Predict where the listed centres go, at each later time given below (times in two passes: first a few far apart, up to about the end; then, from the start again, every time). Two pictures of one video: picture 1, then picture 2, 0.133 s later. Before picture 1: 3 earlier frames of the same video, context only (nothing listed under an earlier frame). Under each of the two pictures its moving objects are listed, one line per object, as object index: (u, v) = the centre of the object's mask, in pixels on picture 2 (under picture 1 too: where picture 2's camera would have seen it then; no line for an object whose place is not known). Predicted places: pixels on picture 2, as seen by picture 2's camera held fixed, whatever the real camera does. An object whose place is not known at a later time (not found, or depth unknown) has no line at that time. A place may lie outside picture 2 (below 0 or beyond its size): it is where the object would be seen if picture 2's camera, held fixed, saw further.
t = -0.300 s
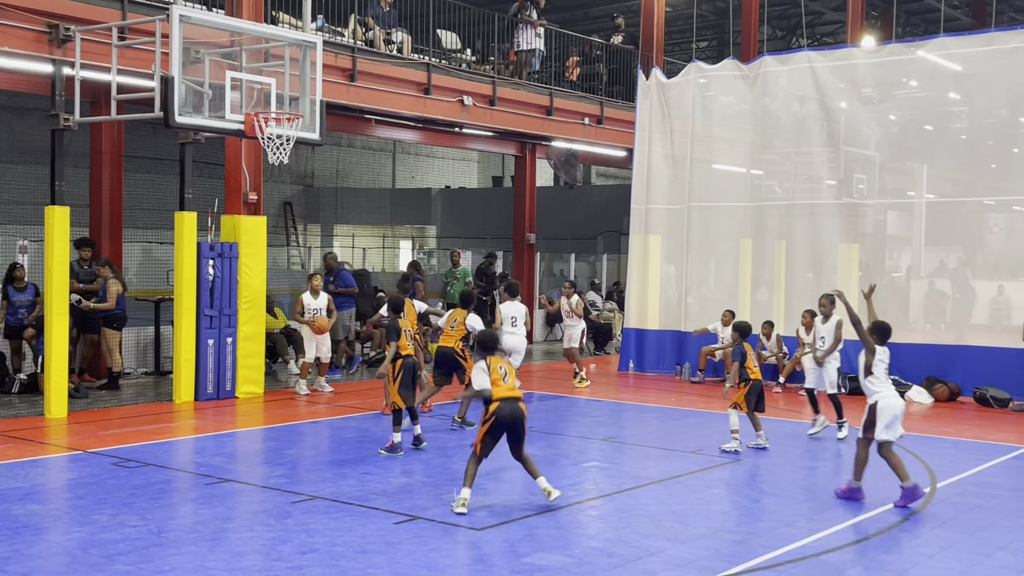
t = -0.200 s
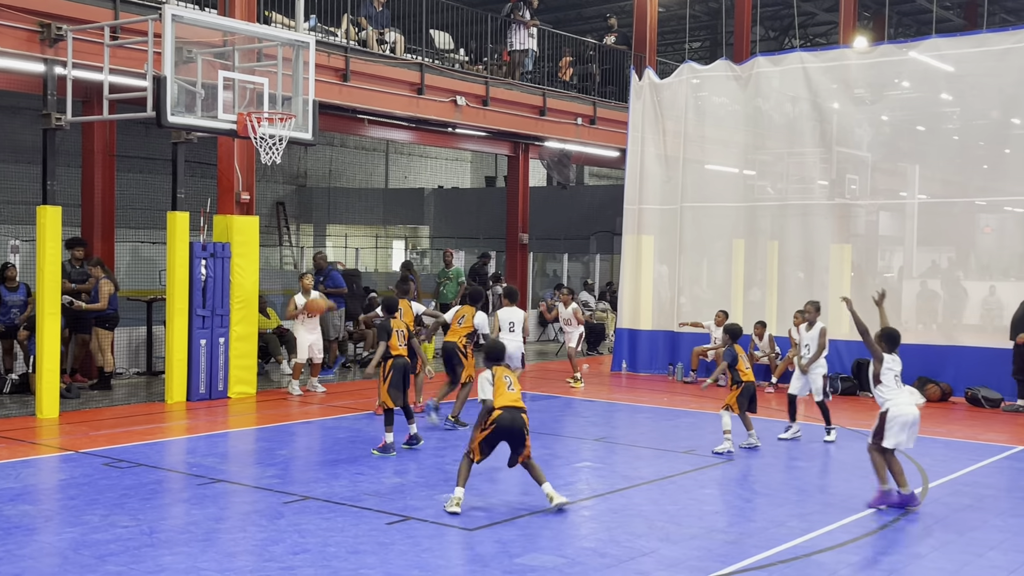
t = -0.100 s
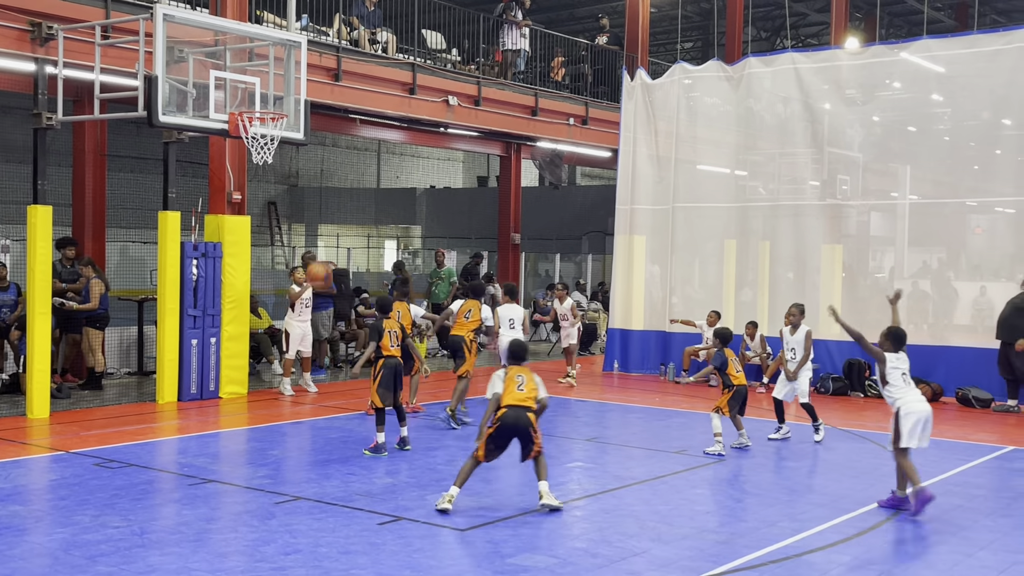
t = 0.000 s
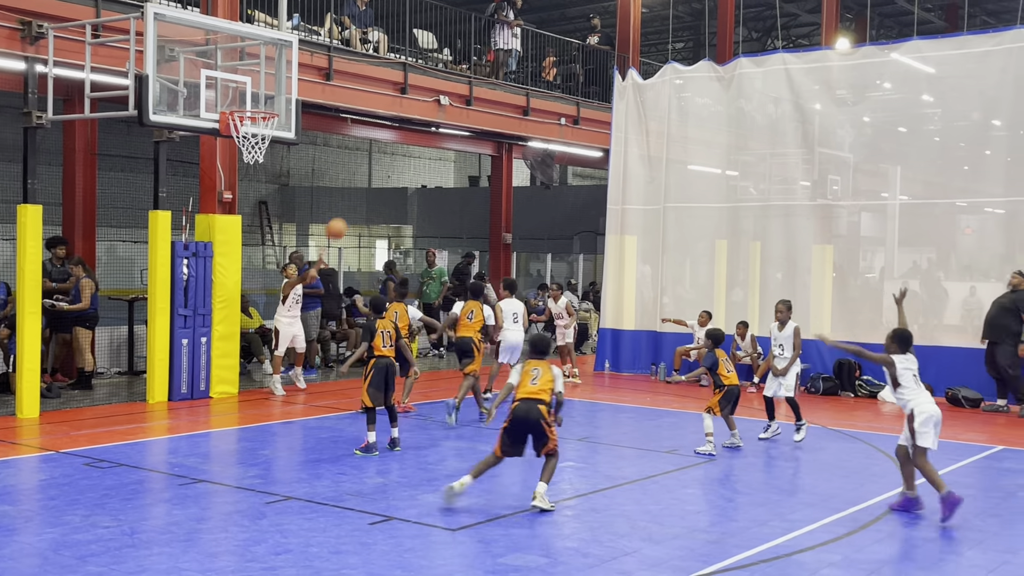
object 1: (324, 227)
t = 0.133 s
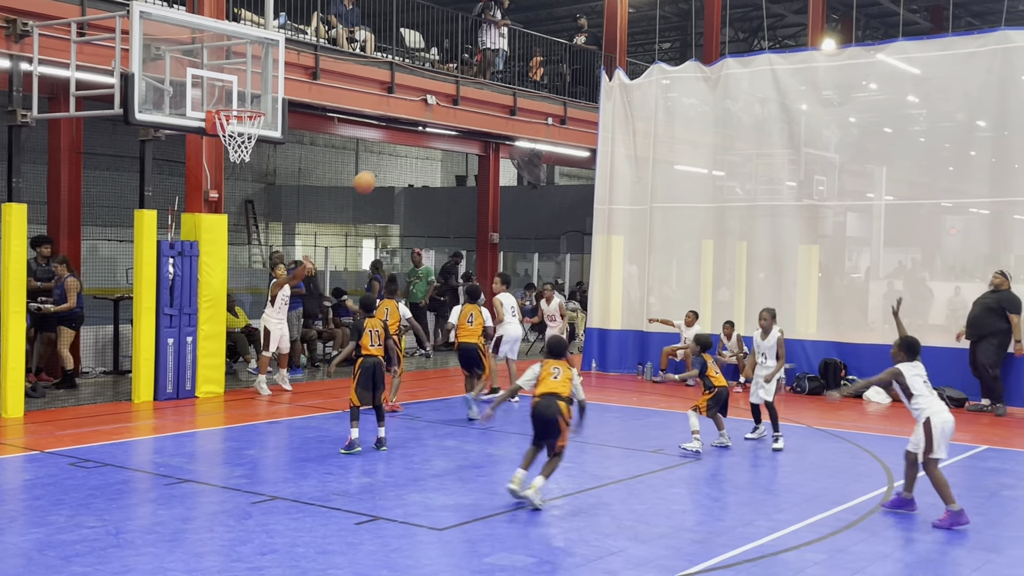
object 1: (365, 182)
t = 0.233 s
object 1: (397, 155)
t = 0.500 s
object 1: (496, 122)
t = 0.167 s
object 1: (375, 172)
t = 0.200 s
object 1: (387, 163)
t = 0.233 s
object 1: (397, 155)
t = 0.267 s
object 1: (409, 147)
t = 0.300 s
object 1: (421, 141)
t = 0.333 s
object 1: (432, 135)
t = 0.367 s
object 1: (445, 130)
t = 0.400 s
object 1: (457, 127)
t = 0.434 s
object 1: (470, 124)
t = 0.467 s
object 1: (483, 122)
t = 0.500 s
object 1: (496, 122)
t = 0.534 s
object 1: (509, 121)
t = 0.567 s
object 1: (523, 123)
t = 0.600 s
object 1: (537, 126)
